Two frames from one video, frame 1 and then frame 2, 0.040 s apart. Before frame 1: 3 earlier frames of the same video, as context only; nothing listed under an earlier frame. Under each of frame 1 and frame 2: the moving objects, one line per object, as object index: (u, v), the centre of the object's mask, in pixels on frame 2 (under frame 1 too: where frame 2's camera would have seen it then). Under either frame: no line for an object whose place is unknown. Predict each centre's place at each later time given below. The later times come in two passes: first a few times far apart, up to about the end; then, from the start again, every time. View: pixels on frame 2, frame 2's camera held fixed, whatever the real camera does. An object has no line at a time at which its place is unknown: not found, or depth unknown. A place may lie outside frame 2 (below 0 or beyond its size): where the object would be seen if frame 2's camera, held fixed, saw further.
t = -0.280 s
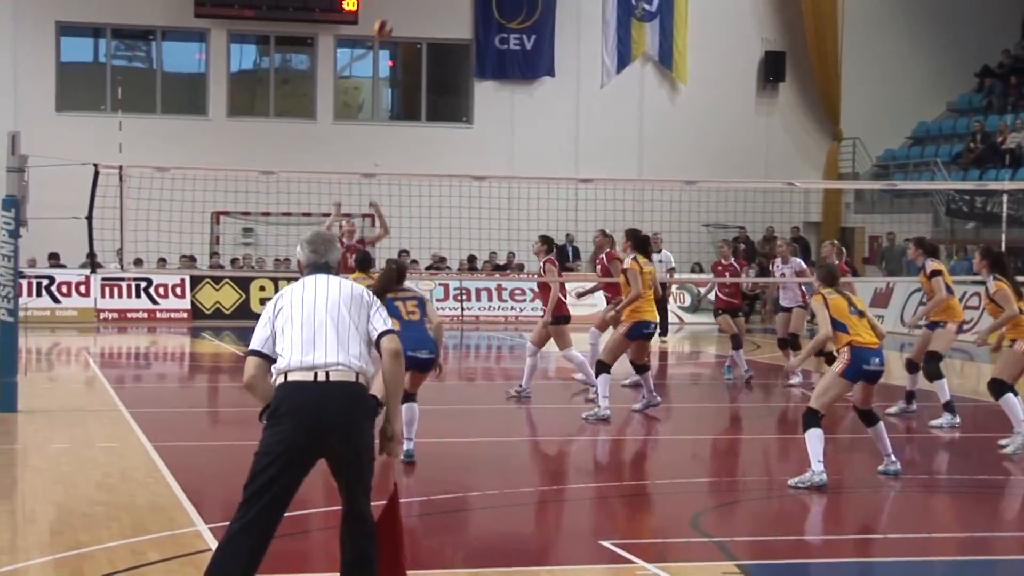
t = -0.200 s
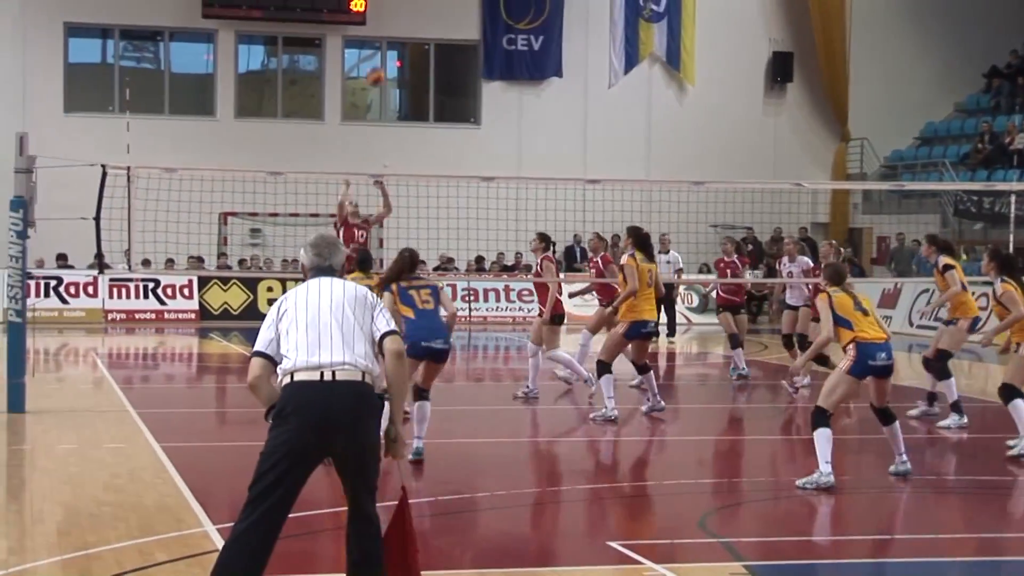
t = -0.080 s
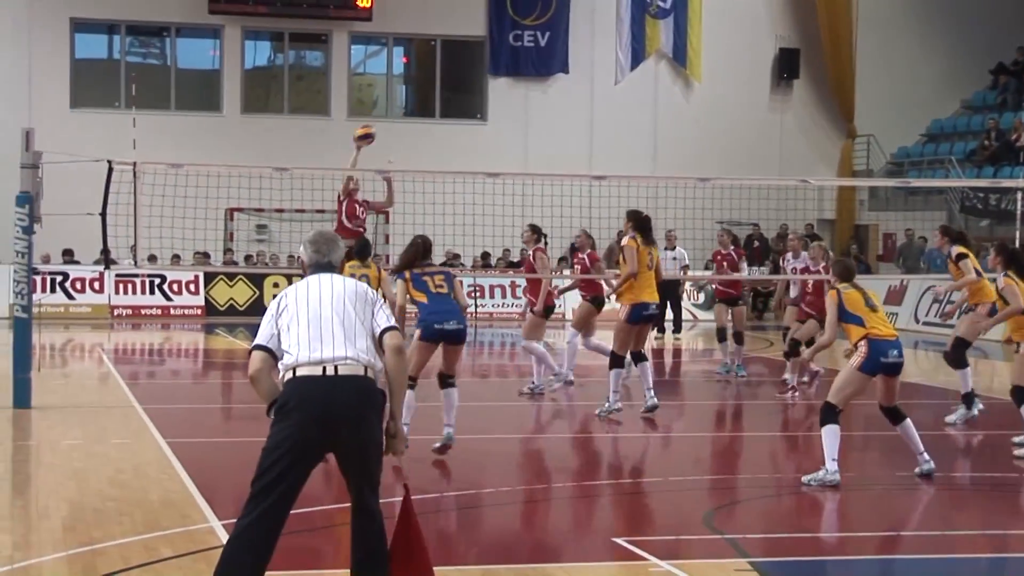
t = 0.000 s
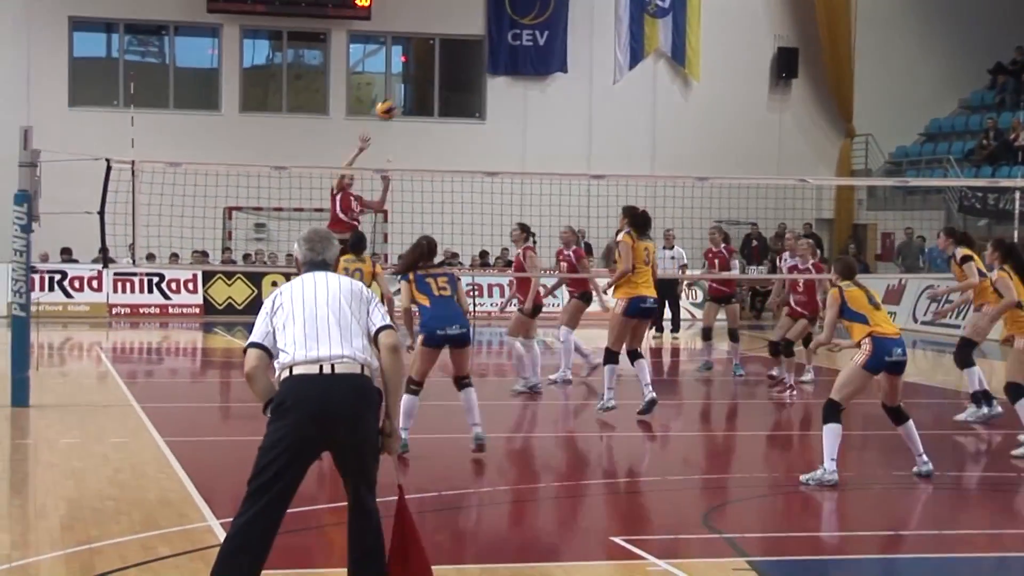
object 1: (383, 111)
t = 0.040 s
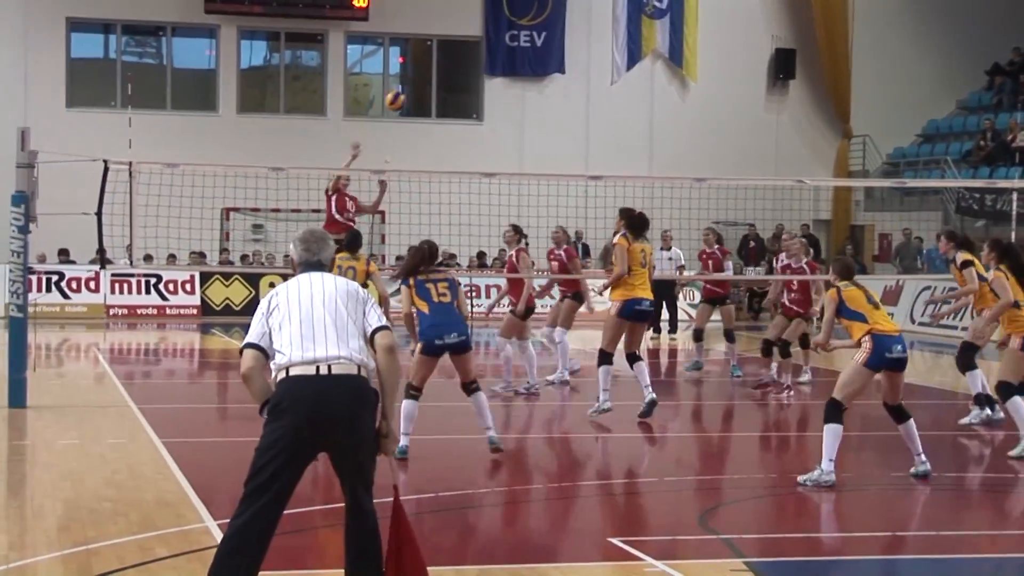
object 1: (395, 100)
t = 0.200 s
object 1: (443, 76)
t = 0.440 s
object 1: (518, 88)
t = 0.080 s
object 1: (407, 91)
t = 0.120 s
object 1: (418, 84)
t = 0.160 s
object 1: (430, 79)
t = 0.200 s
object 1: (443, 76)
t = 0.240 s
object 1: (454, 73)
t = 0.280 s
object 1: (466, 72)
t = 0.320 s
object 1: (479, 73)
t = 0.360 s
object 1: (492, 75)
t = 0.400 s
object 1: (504, 80)
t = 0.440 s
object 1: (518, 88)
